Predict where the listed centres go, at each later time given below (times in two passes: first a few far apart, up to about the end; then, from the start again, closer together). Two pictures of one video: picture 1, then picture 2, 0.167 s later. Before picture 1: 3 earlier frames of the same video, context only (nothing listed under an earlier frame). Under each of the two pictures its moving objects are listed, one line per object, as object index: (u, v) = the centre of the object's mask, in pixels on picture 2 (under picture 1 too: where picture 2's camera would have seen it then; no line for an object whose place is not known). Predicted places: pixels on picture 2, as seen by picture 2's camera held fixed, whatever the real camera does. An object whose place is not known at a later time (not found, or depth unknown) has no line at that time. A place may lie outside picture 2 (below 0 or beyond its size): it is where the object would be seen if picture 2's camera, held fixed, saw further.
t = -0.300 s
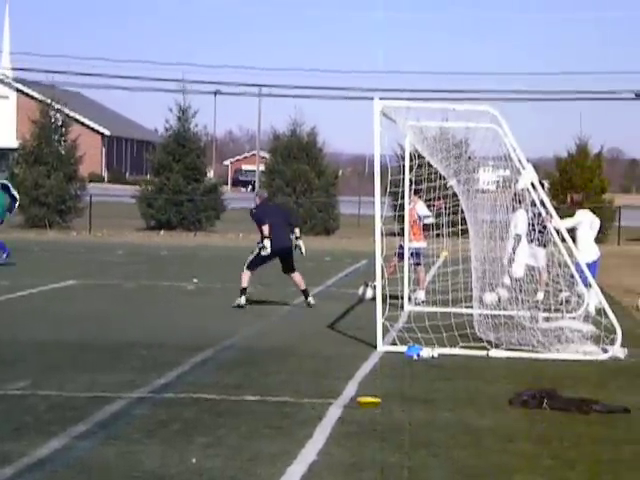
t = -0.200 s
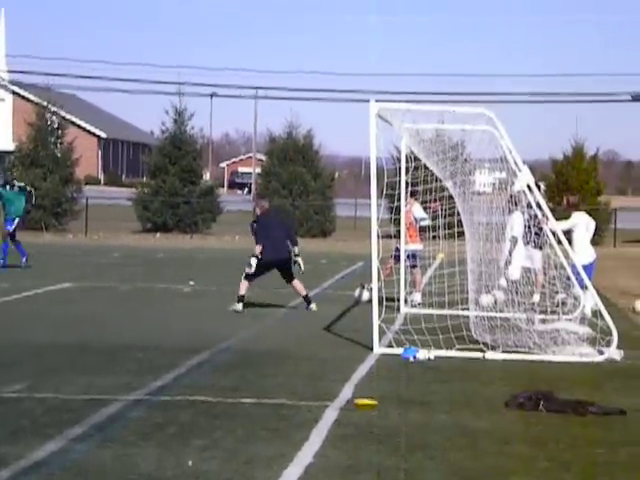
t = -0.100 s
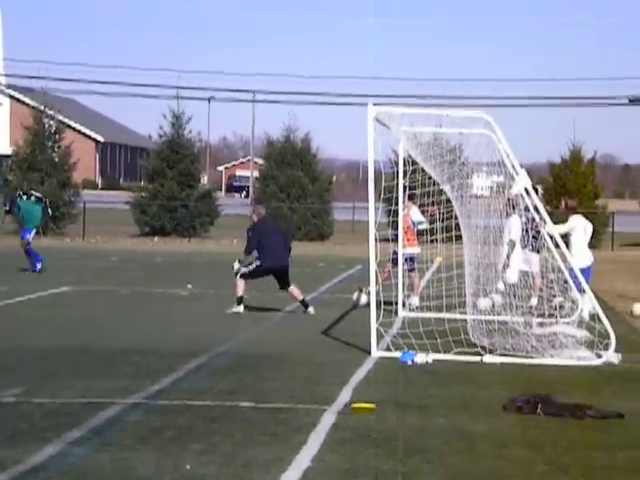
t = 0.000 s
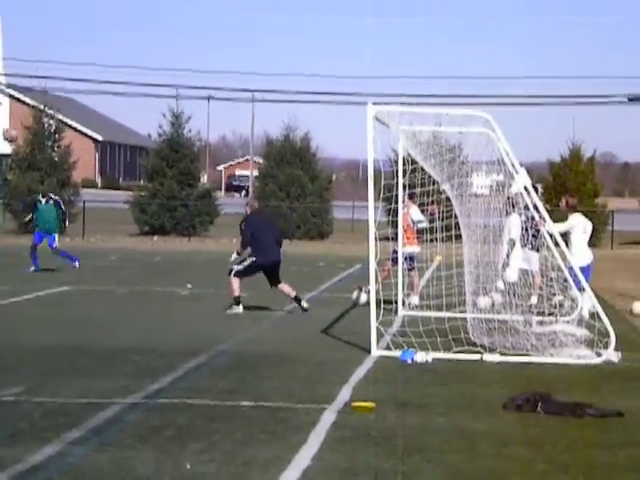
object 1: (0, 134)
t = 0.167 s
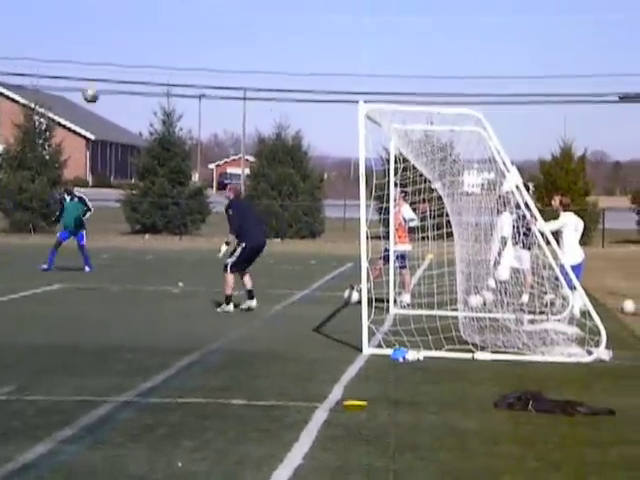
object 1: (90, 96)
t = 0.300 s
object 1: (163, 72)
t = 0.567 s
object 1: (315, 52)
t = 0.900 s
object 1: (525, 91)
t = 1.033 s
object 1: (622, 133)
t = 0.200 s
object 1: (109, 88)
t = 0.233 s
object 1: (126, 84)
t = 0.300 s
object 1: (163, 72)
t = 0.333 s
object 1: (181, 67)
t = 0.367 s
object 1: (200, 64)
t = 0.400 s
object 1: (218, 60)
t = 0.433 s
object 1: (237, 57)
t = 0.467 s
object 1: (256, 55)
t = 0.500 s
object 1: (275, 53)
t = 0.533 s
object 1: (295, 52)
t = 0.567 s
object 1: (315, 52)
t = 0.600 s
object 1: (334, 51)
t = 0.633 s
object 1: (354, 52)
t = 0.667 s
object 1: (374, 54)
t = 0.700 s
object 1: (394, 57)
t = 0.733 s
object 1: (416, 60)
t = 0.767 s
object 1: (437, 64)
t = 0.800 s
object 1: (459, 68)
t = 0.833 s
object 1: (480, 75)
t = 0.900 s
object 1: (525, 91)
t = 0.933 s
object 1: (549, 98)
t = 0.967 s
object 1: (573, 109)
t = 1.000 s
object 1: (597, 121)
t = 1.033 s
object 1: (622, 133)
